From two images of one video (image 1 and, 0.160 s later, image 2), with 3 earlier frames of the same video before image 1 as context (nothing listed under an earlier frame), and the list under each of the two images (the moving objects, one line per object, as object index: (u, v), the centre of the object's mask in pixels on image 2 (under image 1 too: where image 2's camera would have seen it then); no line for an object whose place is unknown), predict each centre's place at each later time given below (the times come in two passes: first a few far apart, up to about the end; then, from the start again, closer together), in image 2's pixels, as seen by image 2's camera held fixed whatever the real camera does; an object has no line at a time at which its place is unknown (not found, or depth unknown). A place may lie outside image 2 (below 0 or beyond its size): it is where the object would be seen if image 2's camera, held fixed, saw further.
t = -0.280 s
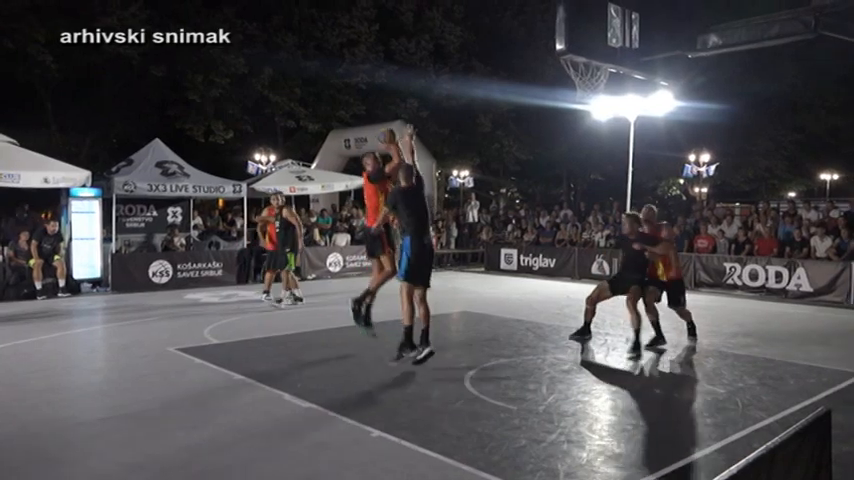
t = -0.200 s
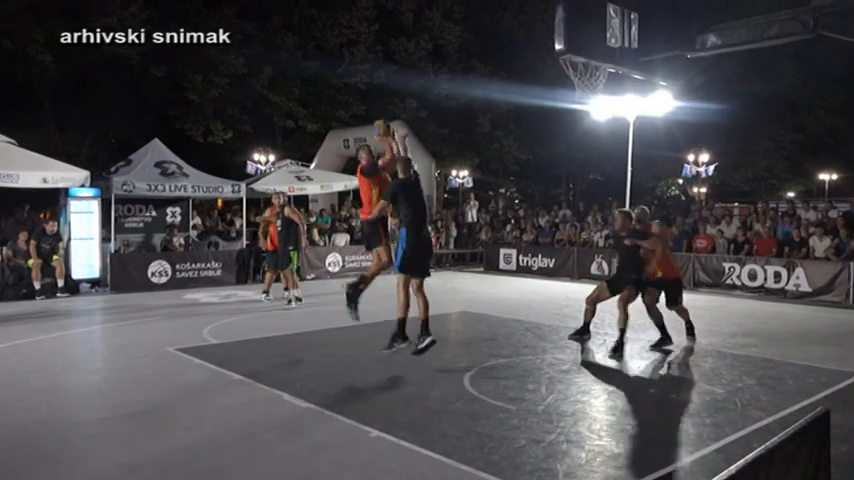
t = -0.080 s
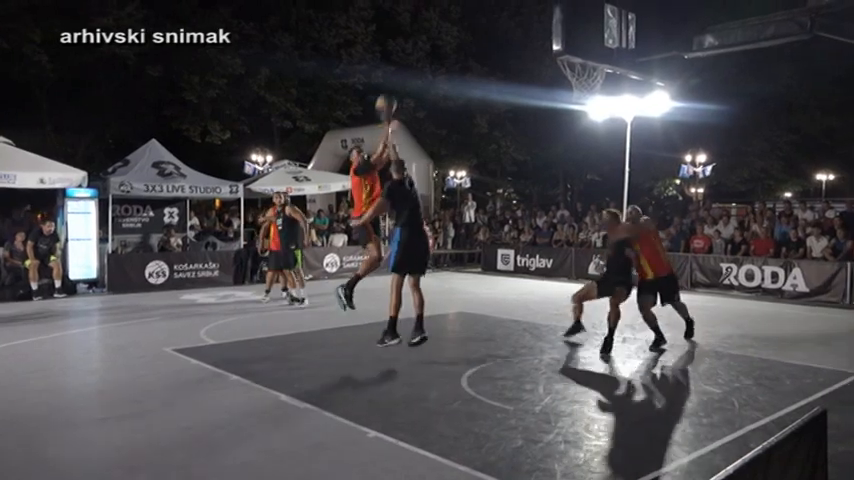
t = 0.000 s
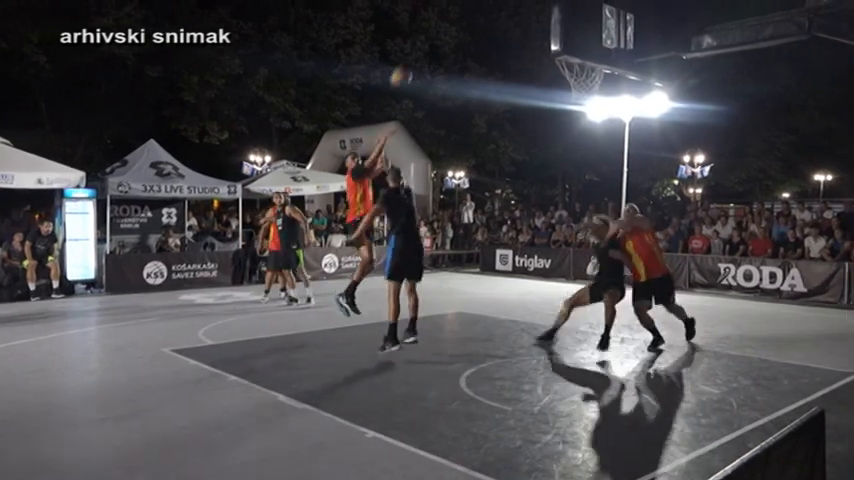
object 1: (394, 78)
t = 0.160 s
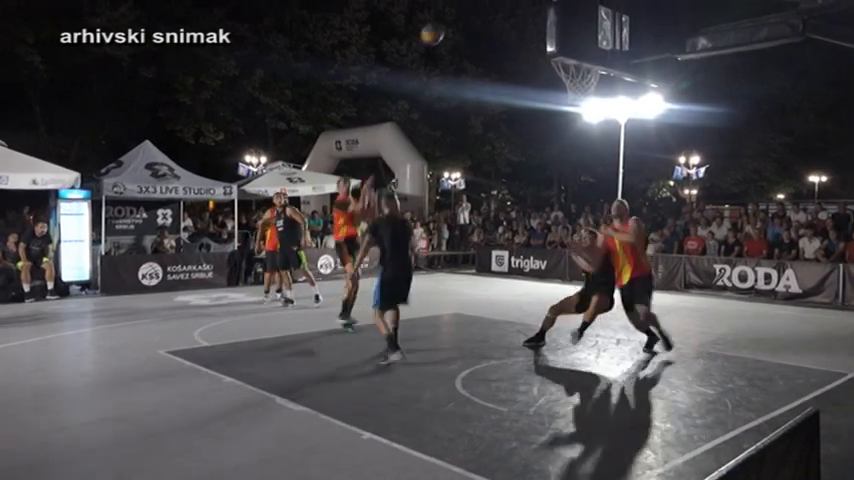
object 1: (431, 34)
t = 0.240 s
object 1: (450, 18)
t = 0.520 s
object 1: (516, 8)
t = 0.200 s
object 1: (442, 24)
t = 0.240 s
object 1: (450, 18)
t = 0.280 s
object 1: (460, 13)
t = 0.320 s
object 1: (469, 8)
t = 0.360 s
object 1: (479, 6)
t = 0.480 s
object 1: (506, 6)
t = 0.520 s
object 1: (516, 8)
